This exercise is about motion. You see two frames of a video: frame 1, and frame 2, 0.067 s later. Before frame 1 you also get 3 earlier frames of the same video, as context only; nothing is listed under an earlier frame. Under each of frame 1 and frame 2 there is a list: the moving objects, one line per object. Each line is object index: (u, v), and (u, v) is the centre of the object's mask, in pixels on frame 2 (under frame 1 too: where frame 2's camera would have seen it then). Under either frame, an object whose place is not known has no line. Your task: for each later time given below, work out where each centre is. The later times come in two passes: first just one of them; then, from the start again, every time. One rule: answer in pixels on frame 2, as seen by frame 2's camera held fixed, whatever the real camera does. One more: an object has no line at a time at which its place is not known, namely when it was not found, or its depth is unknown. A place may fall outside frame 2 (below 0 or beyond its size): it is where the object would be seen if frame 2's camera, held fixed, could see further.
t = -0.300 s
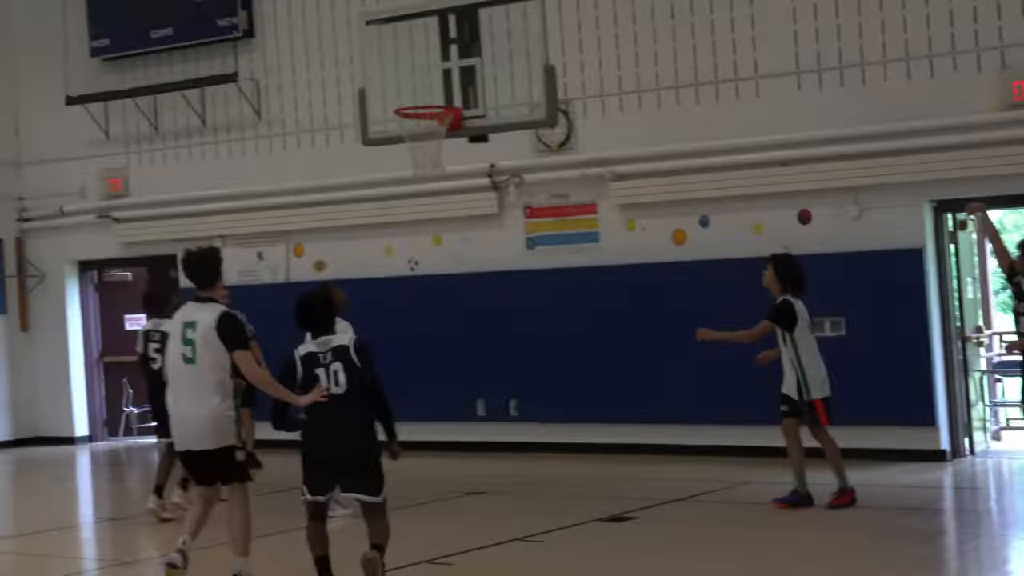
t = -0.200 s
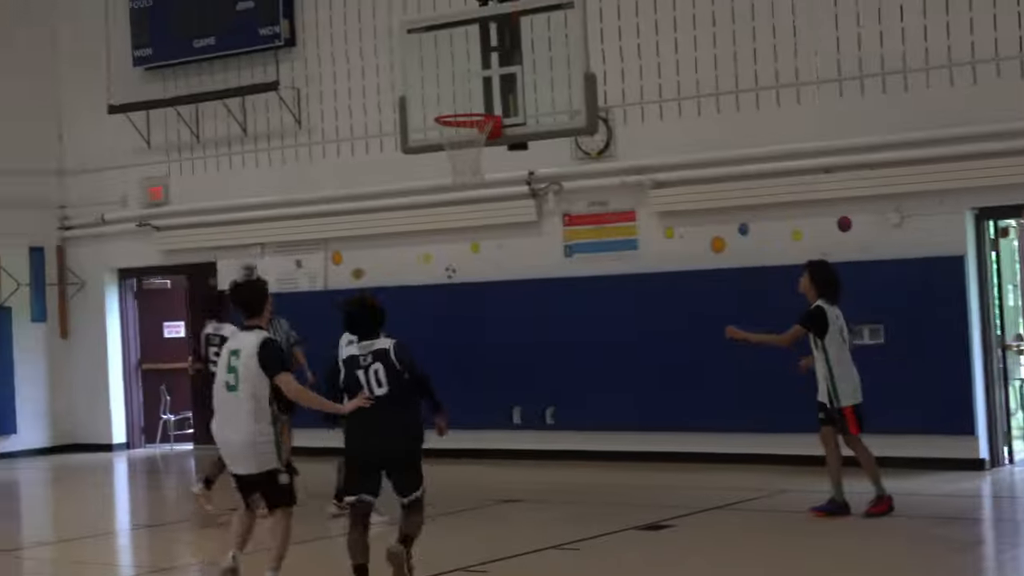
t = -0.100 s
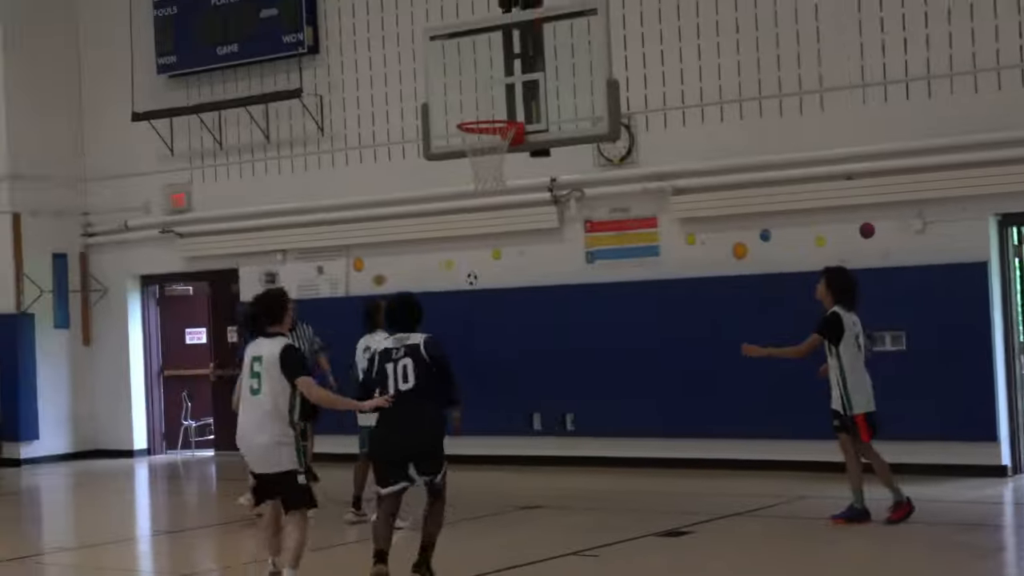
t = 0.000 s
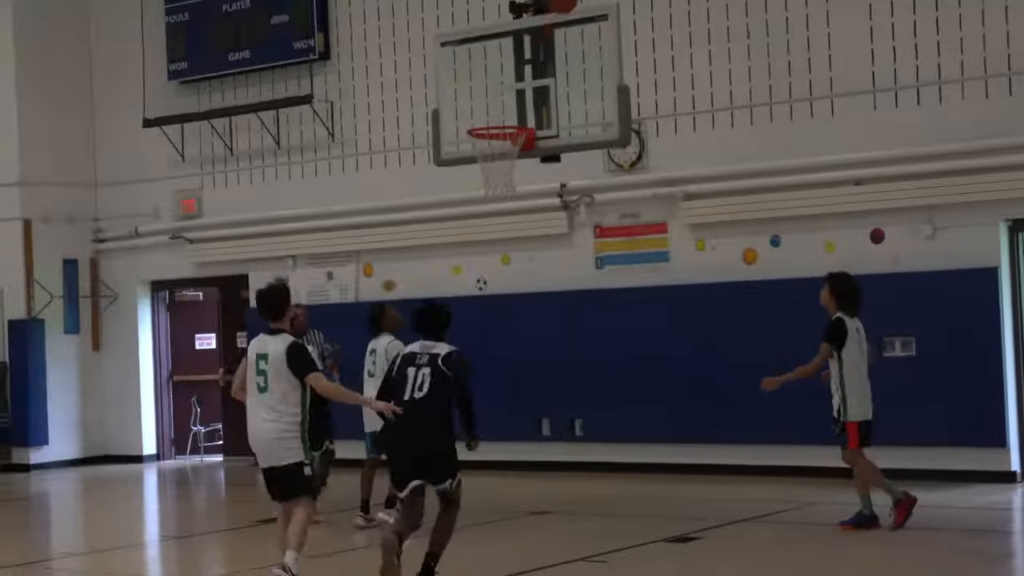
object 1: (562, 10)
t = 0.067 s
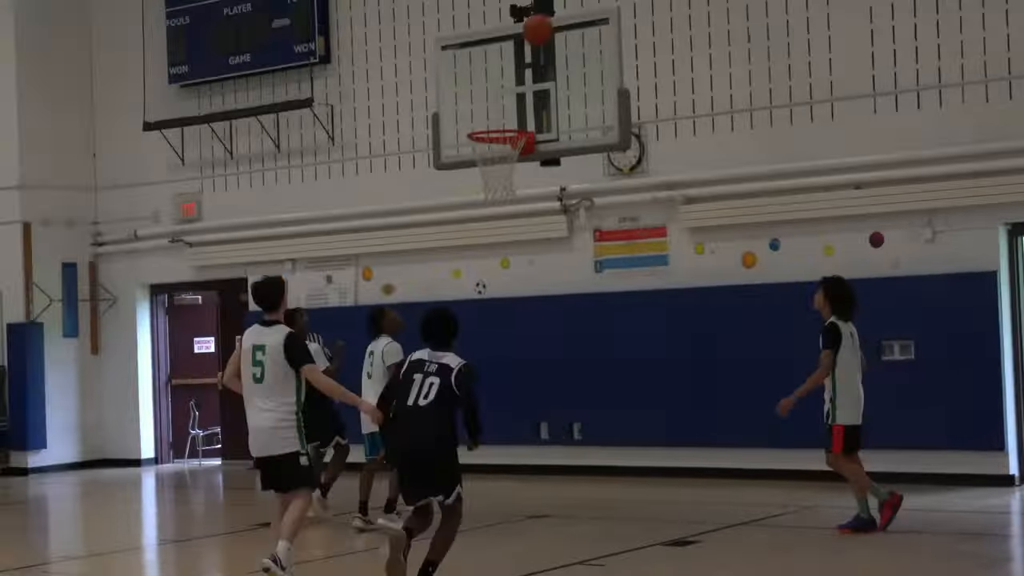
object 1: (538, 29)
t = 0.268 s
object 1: (475, 114)
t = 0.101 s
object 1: (526, 46)
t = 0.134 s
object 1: (513, 64)
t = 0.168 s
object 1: (501, 82)
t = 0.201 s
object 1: (489, 102)
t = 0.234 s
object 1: (479, 118)
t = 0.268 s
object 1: (475, 114)
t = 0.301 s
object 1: (471, 109)
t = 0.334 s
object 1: (467, 108)
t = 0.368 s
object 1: (463, 106)
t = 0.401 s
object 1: (460, 106)
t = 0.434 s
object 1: (457, 108)
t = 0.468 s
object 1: (453, 111)
